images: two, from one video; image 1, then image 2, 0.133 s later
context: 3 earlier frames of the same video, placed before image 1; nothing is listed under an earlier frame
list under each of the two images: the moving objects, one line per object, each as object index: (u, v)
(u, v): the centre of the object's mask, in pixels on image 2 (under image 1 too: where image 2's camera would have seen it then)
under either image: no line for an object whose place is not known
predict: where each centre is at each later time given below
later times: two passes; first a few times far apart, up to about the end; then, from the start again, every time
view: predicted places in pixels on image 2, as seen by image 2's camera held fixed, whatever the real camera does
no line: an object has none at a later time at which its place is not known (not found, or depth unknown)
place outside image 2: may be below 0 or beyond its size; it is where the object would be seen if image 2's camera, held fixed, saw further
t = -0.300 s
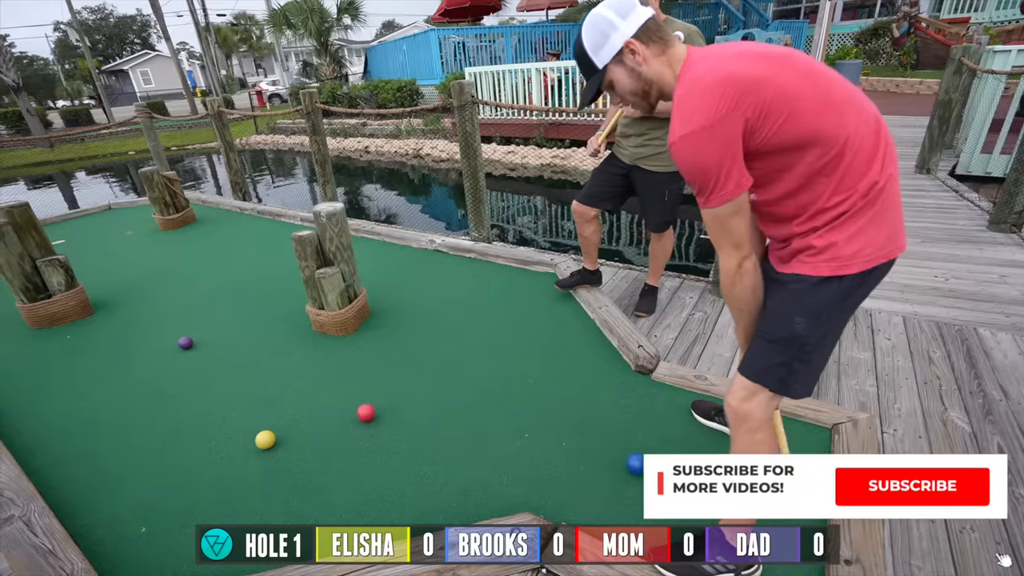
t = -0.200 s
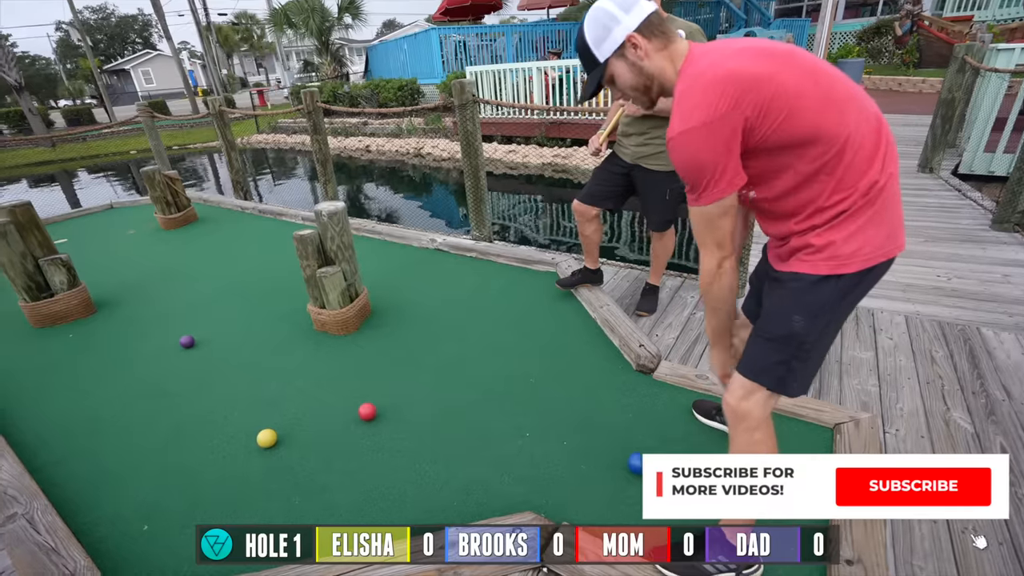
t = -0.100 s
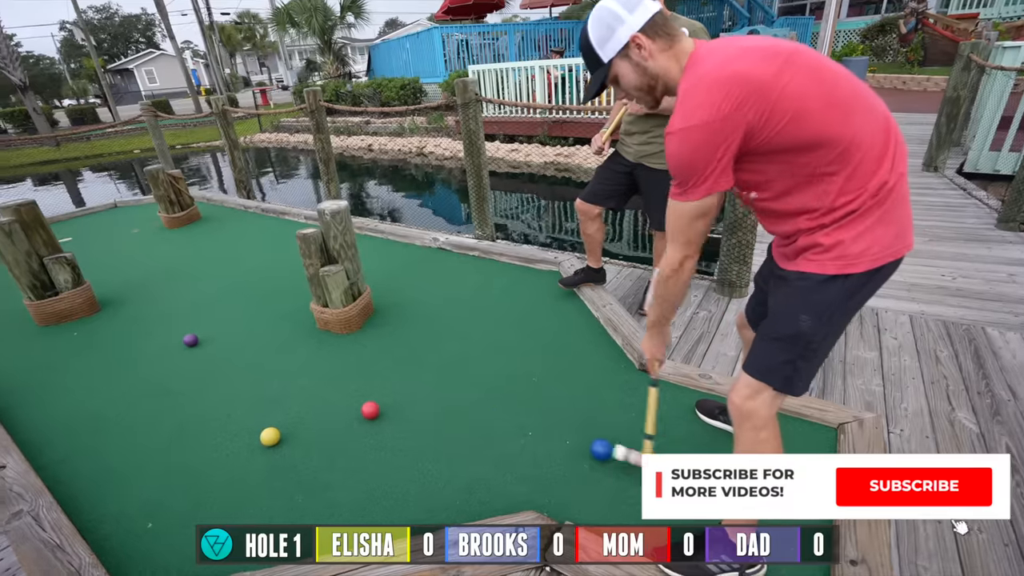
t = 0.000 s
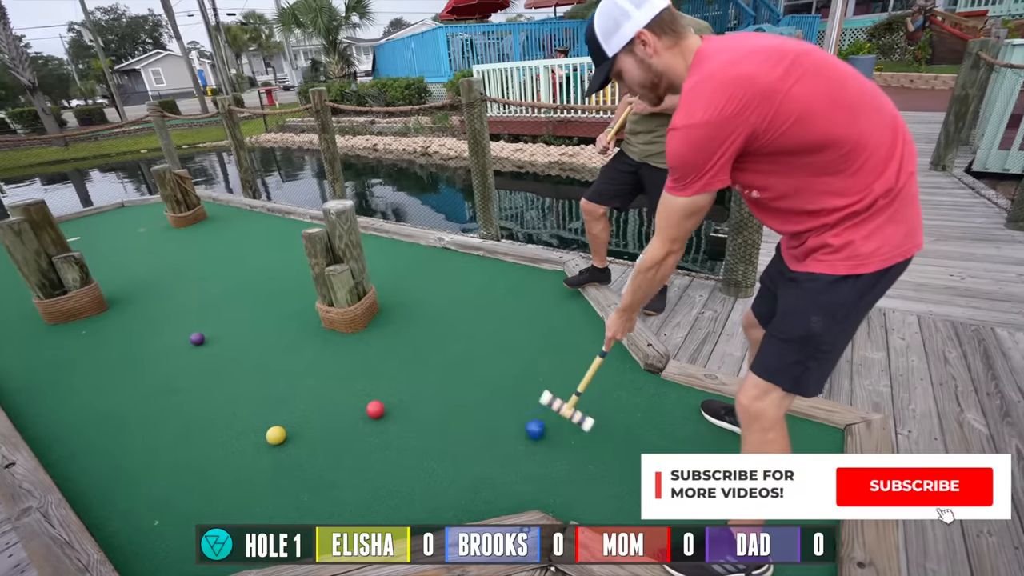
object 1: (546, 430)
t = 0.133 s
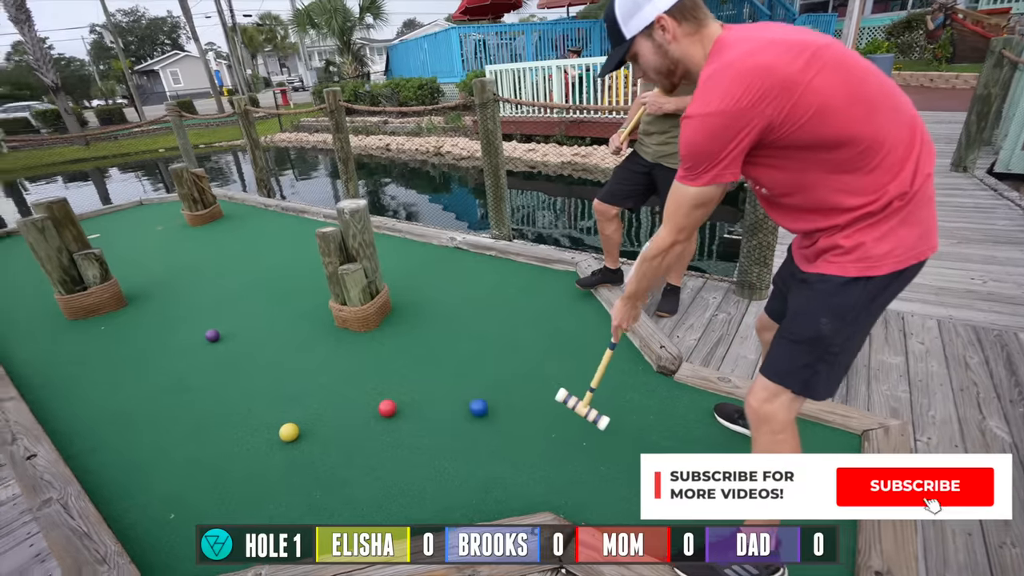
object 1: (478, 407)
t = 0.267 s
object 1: (430, 391)
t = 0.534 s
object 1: (351, 365)
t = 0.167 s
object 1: (466, 403)
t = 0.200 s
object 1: (453, 399)
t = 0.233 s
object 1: (441, 395)
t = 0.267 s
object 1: (430, 391)
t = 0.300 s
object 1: (419, 387)
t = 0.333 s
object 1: (408, 385)
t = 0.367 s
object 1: (398, 381)
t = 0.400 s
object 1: (388, 377)
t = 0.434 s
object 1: (378, 374)
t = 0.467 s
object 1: (369, 371)
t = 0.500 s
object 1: (360, 368)
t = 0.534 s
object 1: (351, 365)
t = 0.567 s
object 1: (343, 362)
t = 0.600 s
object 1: (334, 359)
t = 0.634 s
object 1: (326, 357)
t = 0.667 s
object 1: (319, 354)
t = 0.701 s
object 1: (311, 352)
